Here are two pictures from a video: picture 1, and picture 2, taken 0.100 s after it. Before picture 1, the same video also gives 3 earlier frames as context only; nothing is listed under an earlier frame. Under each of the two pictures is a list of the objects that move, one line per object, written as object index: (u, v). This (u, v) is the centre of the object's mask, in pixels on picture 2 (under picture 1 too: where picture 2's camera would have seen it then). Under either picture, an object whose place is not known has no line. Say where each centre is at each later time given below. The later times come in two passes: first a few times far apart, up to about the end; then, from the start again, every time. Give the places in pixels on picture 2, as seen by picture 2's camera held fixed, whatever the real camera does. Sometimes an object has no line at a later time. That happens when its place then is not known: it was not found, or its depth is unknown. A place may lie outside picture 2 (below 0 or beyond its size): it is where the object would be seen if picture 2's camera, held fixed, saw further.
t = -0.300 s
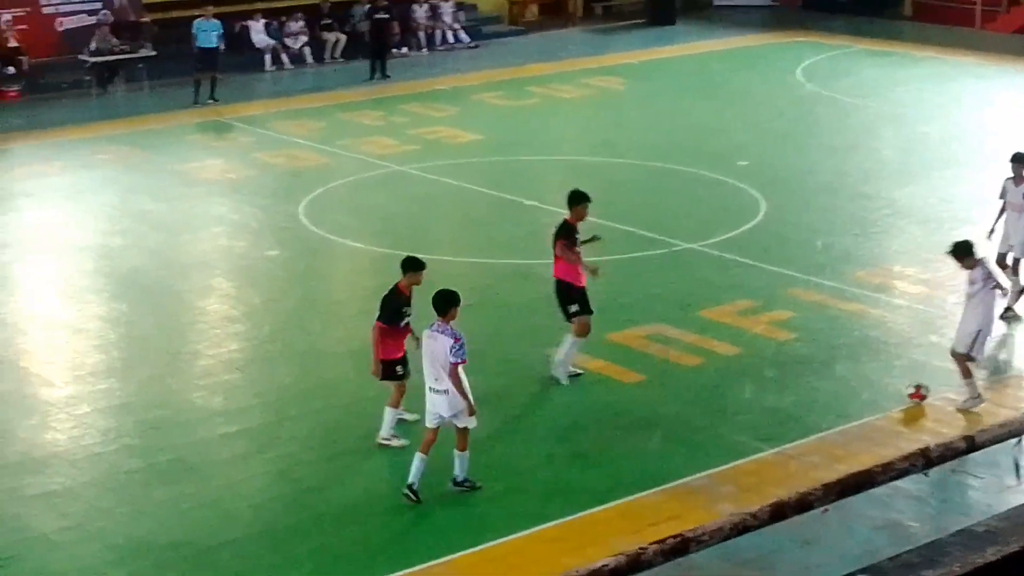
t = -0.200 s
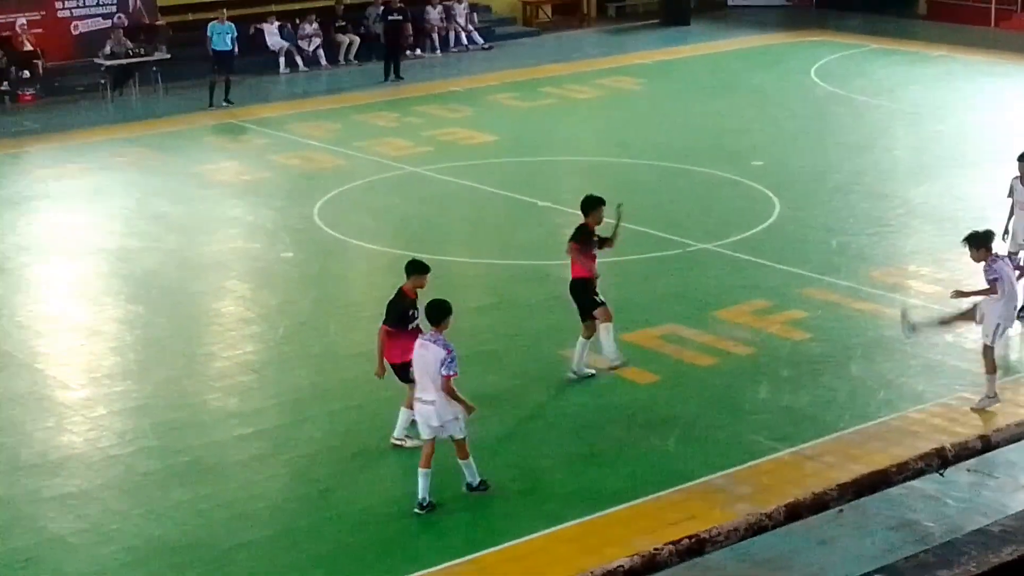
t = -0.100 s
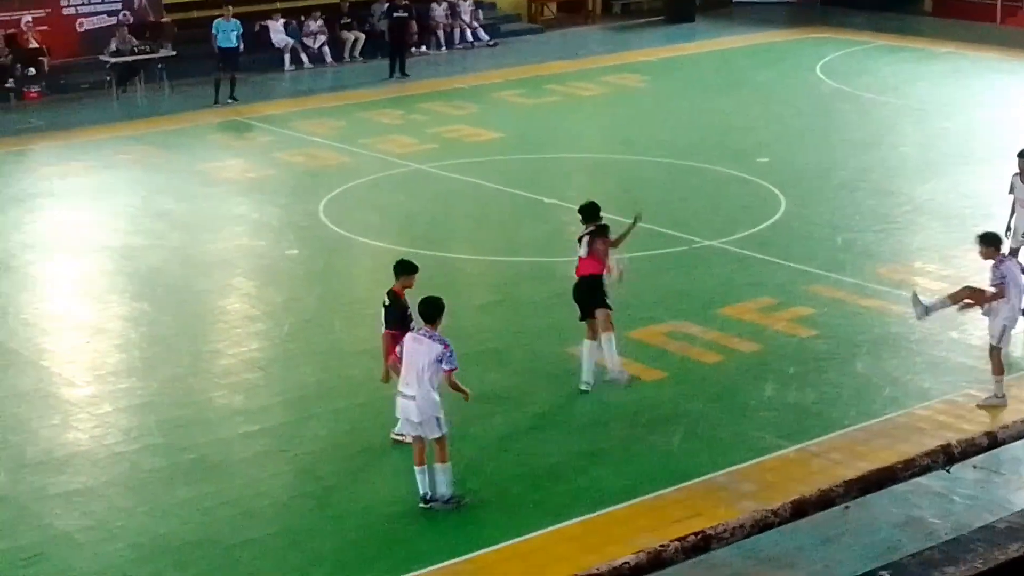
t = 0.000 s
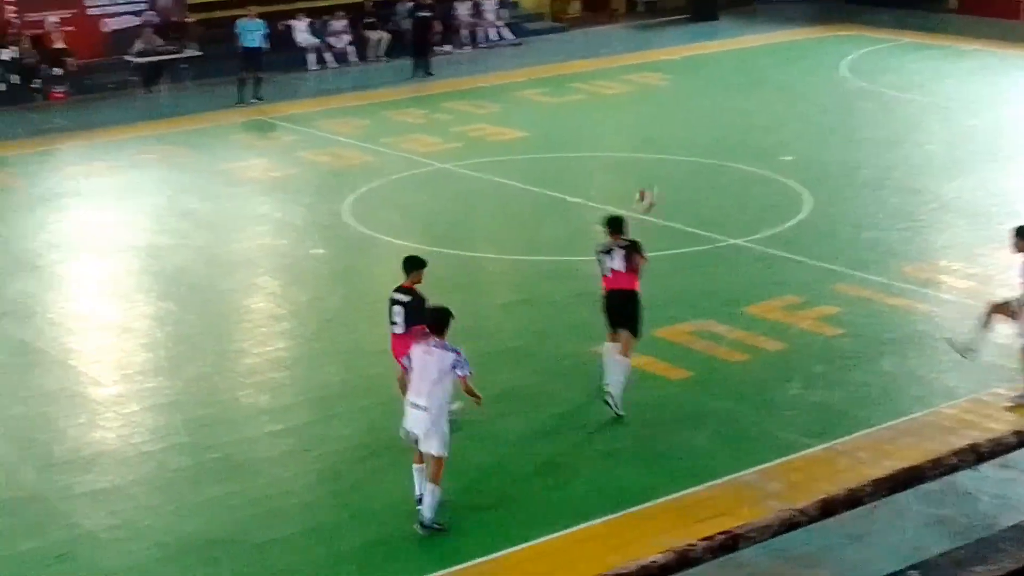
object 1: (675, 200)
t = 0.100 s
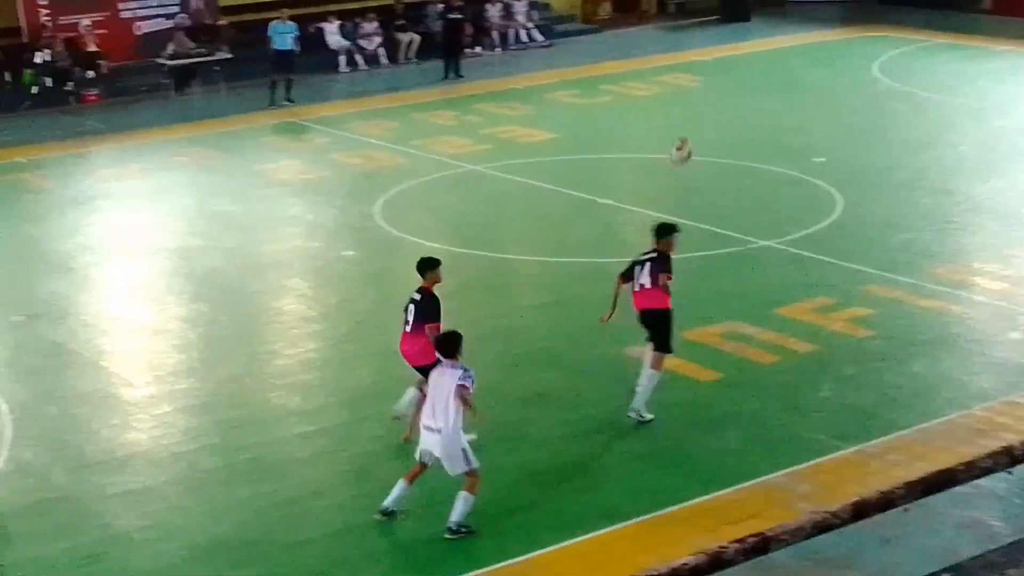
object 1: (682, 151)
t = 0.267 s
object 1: (692, 110)
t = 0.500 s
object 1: (707, 165)
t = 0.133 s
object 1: (684, 133)
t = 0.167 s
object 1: (686, 127)
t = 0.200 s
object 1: (688, 121)
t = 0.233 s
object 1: (690, 112)
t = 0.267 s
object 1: (692, 110)
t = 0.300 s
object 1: (696, 109)
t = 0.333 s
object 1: (697, 111)
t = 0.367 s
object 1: (698, 115)
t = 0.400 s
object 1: (701, 126)
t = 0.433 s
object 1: (703, 133)
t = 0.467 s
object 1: (705, 152)
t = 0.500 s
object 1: (707, 165)
